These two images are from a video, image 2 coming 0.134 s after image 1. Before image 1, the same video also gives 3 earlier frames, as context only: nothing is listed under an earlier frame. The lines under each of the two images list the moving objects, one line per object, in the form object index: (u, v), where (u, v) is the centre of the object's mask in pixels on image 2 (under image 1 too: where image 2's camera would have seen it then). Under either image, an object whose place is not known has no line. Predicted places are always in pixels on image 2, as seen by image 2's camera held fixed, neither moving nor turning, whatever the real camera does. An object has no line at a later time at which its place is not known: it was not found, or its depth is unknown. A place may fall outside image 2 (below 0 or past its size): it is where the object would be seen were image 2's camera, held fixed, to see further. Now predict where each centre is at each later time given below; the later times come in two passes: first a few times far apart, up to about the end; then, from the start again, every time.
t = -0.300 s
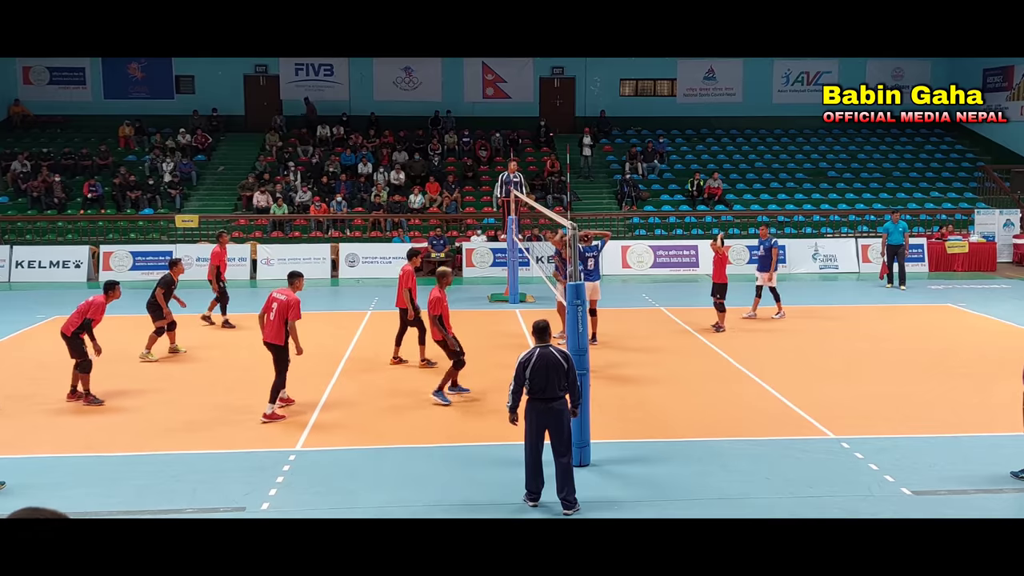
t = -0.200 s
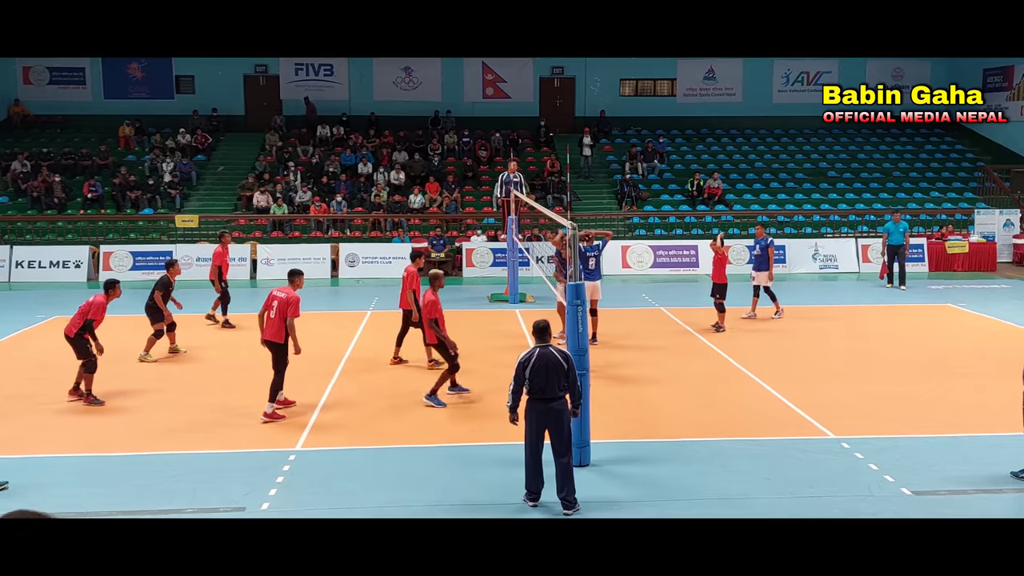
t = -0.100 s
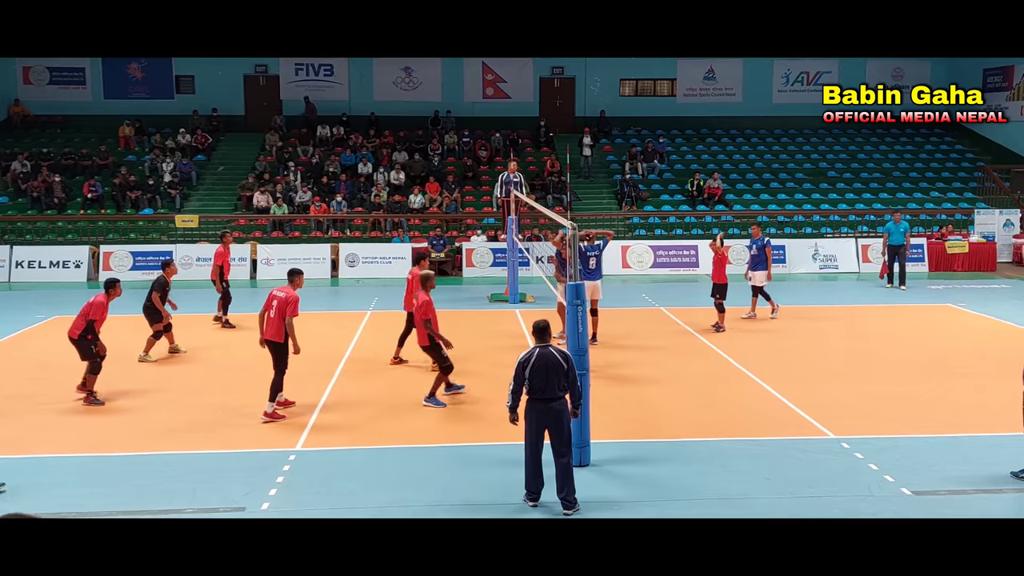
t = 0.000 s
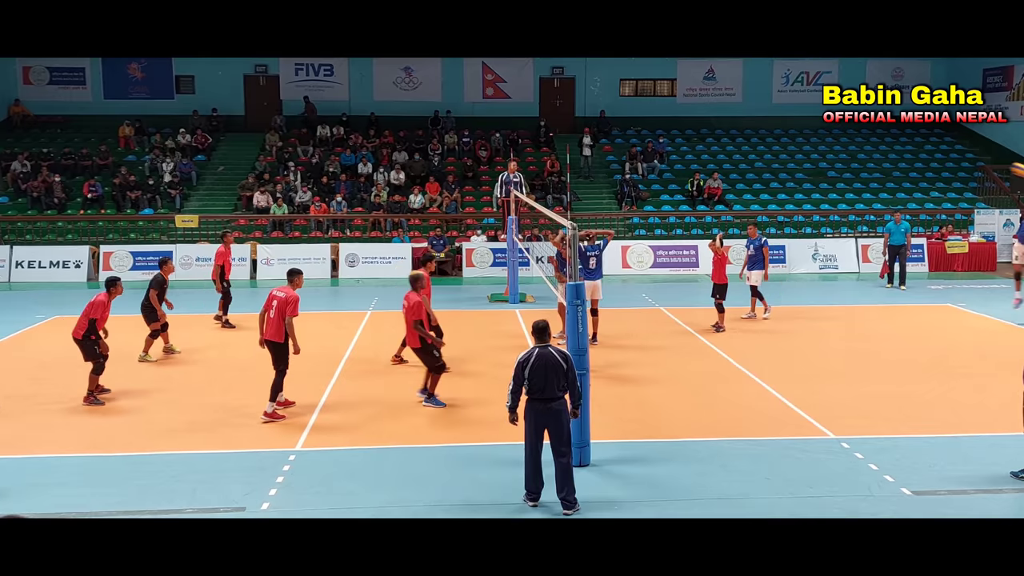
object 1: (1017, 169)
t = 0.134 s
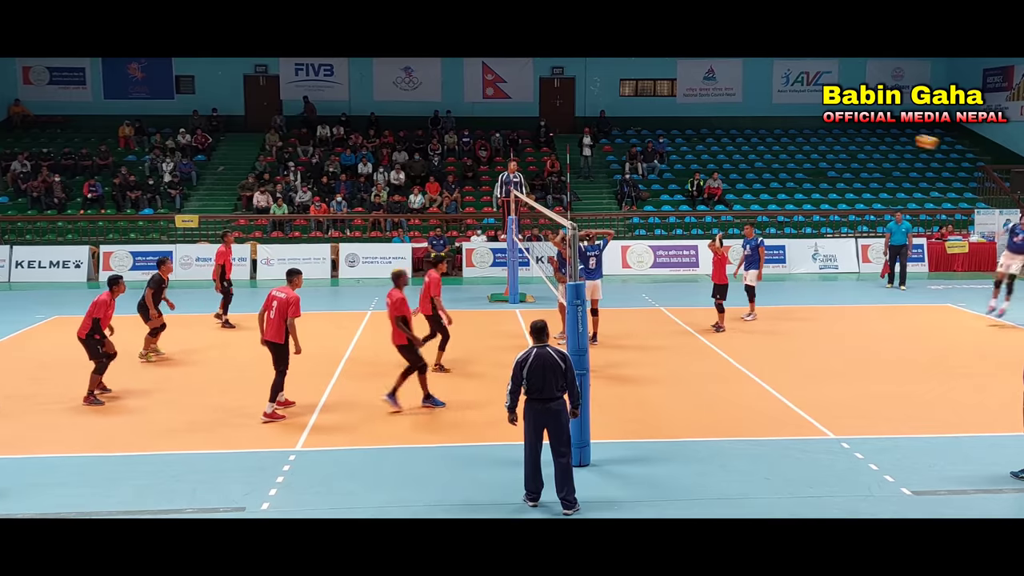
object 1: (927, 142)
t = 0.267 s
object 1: (824, 123)
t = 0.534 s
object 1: (618, 113)
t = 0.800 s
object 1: (395, 158)
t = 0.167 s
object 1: (902, 136)
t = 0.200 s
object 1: (877, 131)
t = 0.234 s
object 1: (852, 127)
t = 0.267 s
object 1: (824, 123)
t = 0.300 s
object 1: (802, 118)
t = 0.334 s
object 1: (777, 114)
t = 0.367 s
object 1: (752, 112)
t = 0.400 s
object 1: (725, 111)
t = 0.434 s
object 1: (698, 110)
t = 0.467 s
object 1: (672, 110)
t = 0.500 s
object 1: (646, 111)
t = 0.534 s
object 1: (618, 113)
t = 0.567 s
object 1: (591, 116)
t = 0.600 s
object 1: (564, 119)
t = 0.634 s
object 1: (537, 124)
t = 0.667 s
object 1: (508, 129)
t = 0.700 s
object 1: (480, 135)
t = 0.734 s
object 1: (451, 141)
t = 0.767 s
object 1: (422, 149)
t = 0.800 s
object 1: (395, 158)
